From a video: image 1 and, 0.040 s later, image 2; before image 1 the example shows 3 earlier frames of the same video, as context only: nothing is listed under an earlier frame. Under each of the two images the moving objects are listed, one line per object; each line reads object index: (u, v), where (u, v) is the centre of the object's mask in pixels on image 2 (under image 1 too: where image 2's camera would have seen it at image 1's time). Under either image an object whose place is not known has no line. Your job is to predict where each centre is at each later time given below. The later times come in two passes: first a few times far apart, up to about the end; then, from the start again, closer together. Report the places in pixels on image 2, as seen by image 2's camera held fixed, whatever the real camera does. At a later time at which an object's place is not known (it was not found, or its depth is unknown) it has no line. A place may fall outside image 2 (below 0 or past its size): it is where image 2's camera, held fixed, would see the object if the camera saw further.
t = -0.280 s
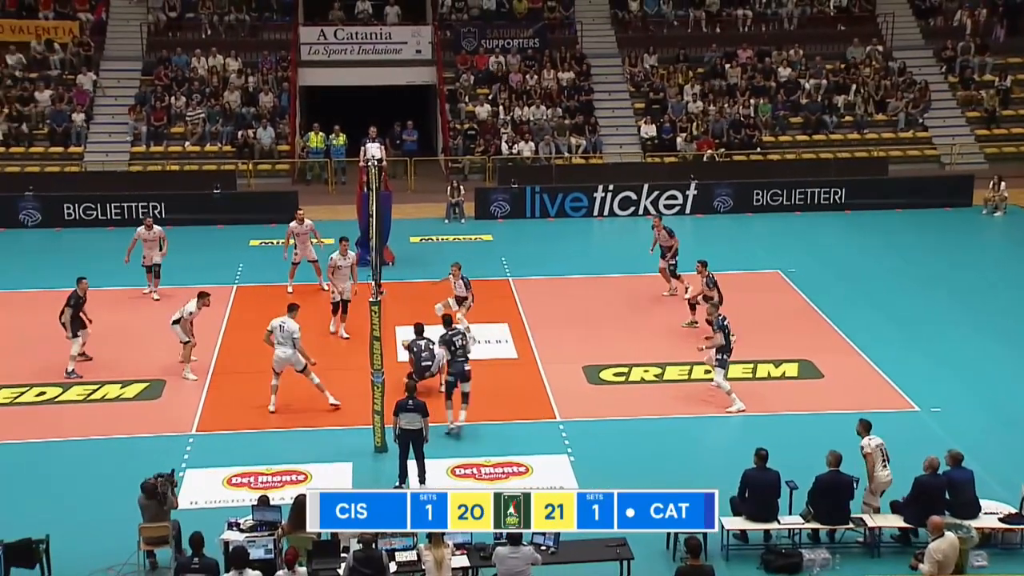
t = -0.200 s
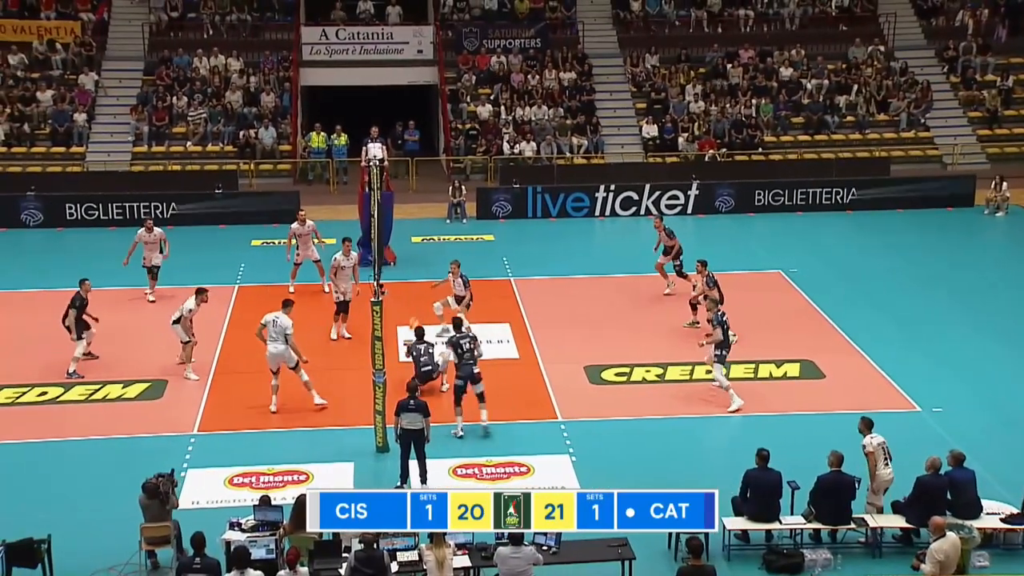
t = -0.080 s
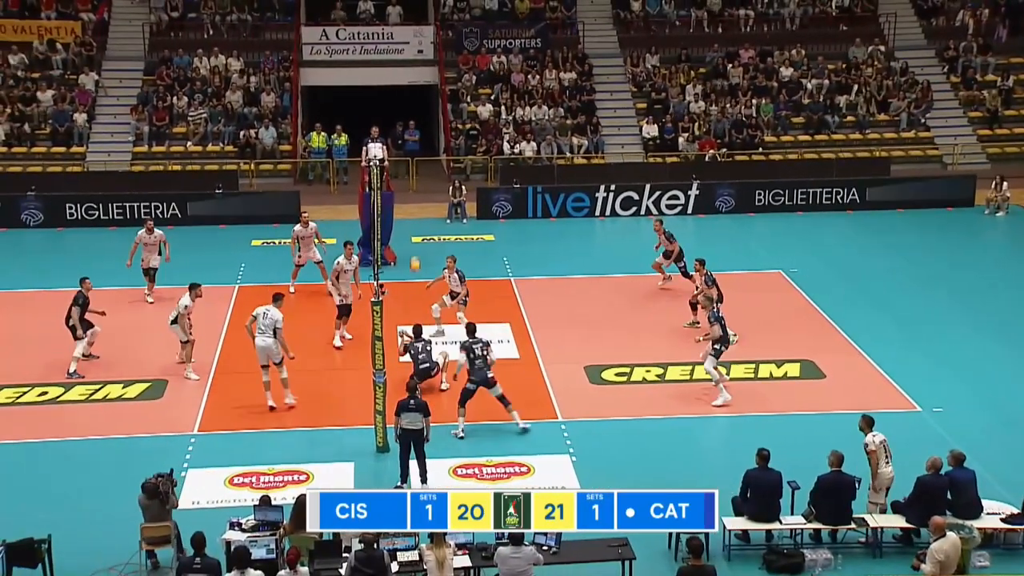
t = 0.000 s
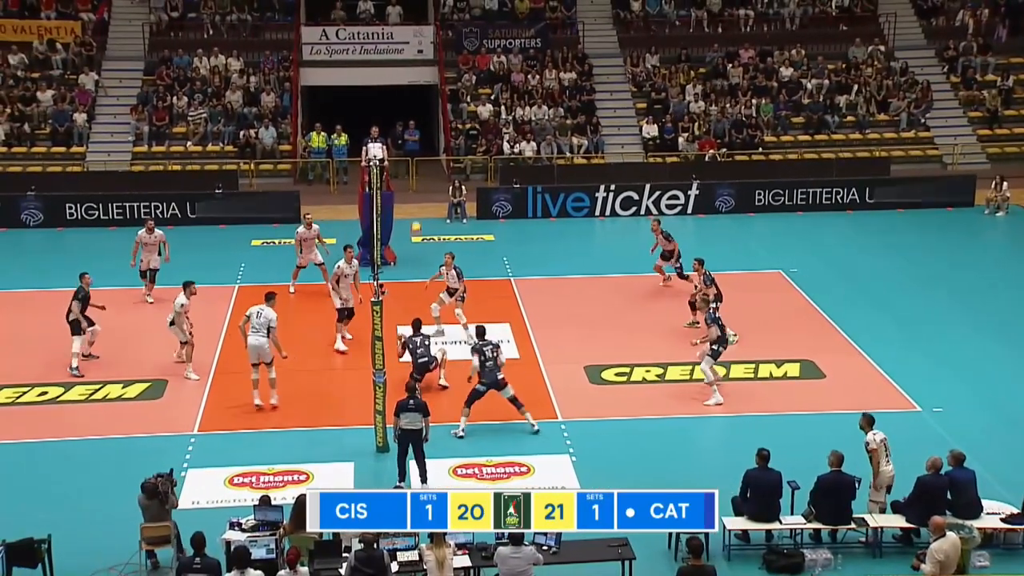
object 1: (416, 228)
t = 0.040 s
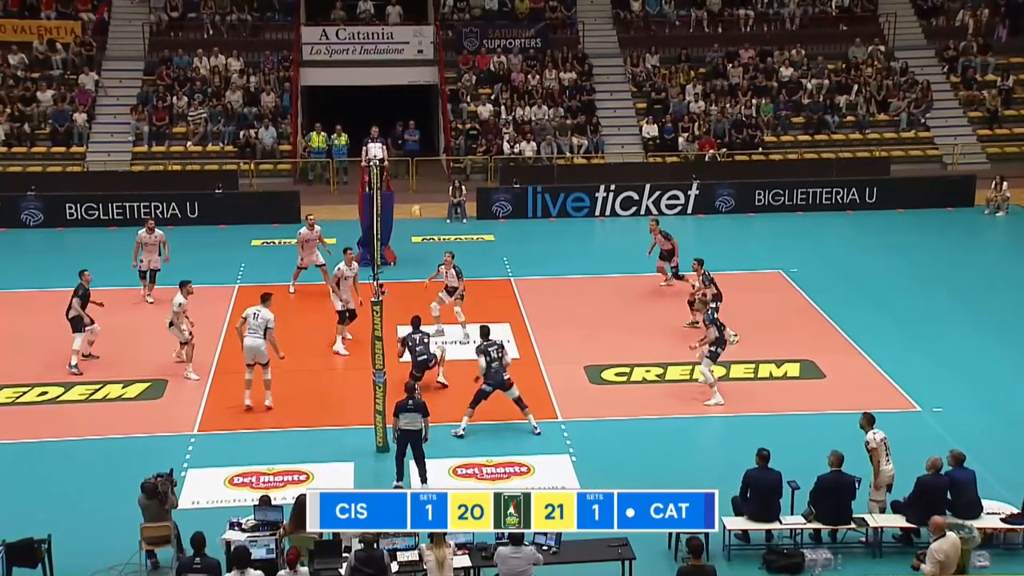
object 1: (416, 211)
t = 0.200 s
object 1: (419, 156)
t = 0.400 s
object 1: (423, 107)
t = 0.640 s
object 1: (429, 76)
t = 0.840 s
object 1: (434, 76)
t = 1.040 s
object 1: (440, 96)
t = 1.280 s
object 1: (447, 146)
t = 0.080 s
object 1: (417, 196)
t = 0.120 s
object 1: (417, 183)
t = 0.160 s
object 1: (418, 168)
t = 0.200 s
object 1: (419, 156)
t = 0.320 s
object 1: (421, 124)
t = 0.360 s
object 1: (422, 115)
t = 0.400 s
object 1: (423, 107)
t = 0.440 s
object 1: (424, 100)
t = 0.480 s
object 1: (425, 93)
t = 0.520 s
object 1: (426, 87)
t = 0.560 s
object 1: (427, 83)
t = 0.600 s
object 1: (428, 80)
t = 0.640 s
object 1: (429, 76)
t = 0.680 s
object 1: (430, 74)
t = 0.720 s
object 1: (431, 74)
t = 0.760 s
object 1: (433, 73)
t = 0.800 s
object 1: (433, 74)
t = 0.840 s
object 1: (434, 76)
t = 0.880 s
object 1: (436, 79)
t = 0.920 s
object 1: (436, 82)
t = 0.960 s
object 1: (437, 86)
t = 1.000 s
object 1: (439, 91)
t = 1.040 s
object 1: (440, 96)
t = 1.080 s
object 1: (441, 103)
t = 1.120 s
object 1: (443, 109)
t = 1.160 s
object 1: (444, 117)
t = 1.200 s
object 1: (445, 126)
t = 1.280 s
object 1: (447, 146)
